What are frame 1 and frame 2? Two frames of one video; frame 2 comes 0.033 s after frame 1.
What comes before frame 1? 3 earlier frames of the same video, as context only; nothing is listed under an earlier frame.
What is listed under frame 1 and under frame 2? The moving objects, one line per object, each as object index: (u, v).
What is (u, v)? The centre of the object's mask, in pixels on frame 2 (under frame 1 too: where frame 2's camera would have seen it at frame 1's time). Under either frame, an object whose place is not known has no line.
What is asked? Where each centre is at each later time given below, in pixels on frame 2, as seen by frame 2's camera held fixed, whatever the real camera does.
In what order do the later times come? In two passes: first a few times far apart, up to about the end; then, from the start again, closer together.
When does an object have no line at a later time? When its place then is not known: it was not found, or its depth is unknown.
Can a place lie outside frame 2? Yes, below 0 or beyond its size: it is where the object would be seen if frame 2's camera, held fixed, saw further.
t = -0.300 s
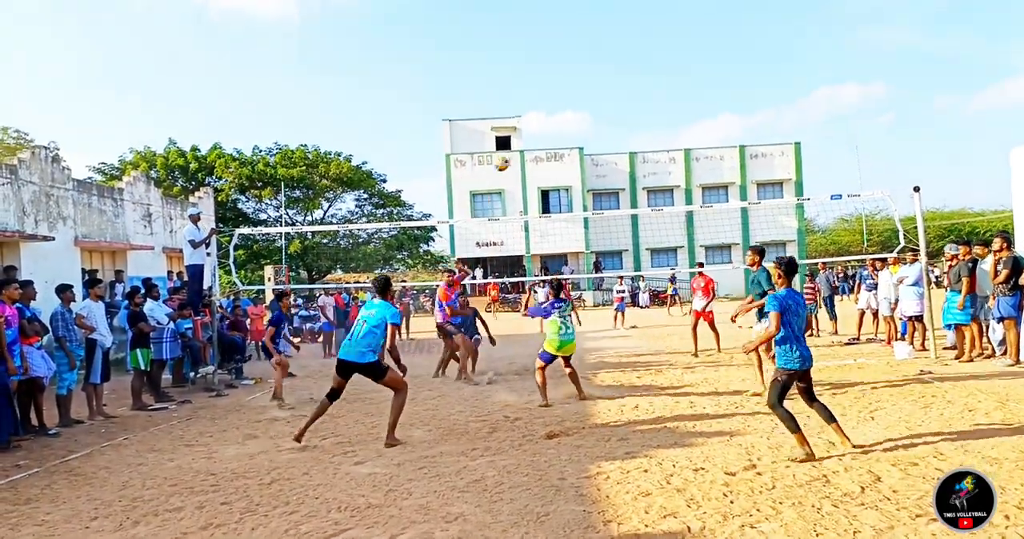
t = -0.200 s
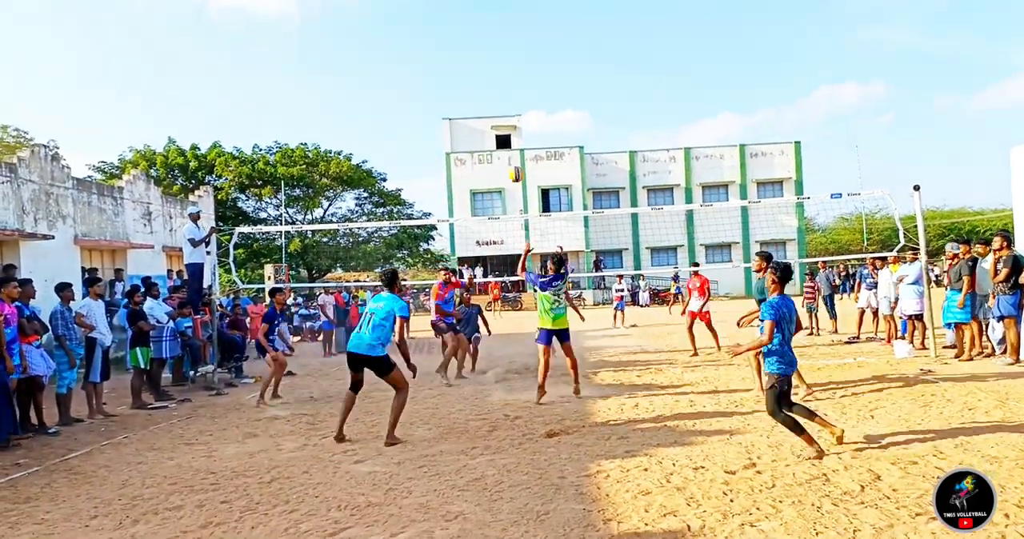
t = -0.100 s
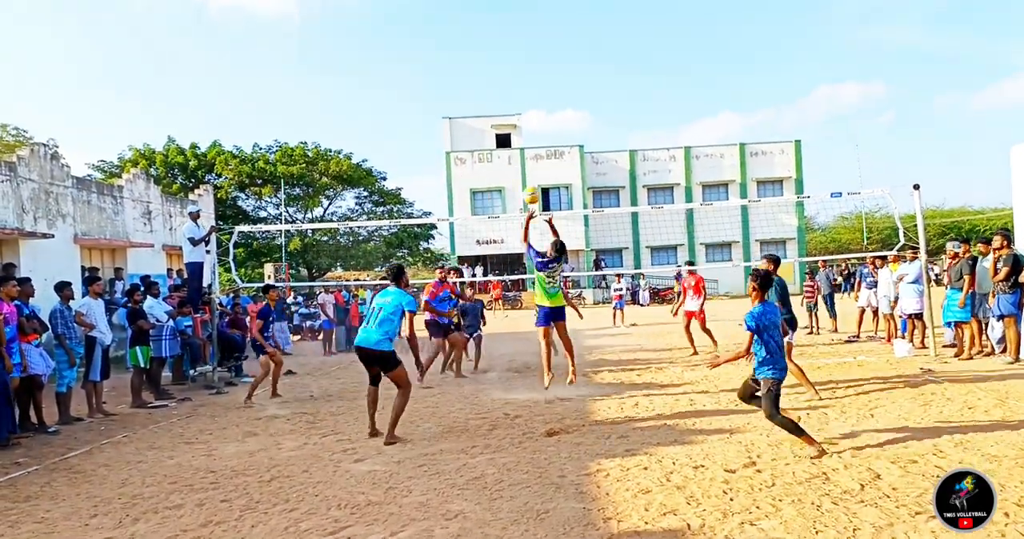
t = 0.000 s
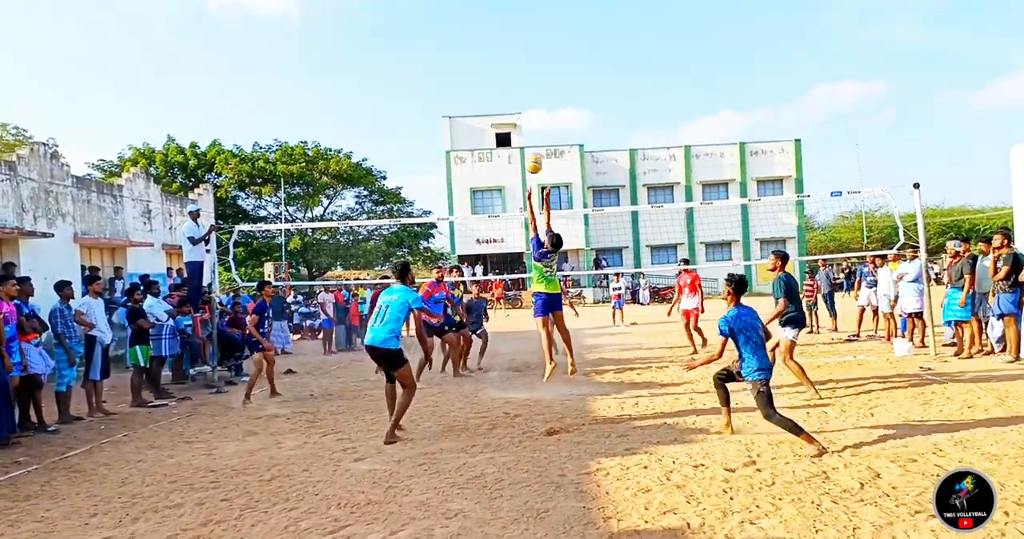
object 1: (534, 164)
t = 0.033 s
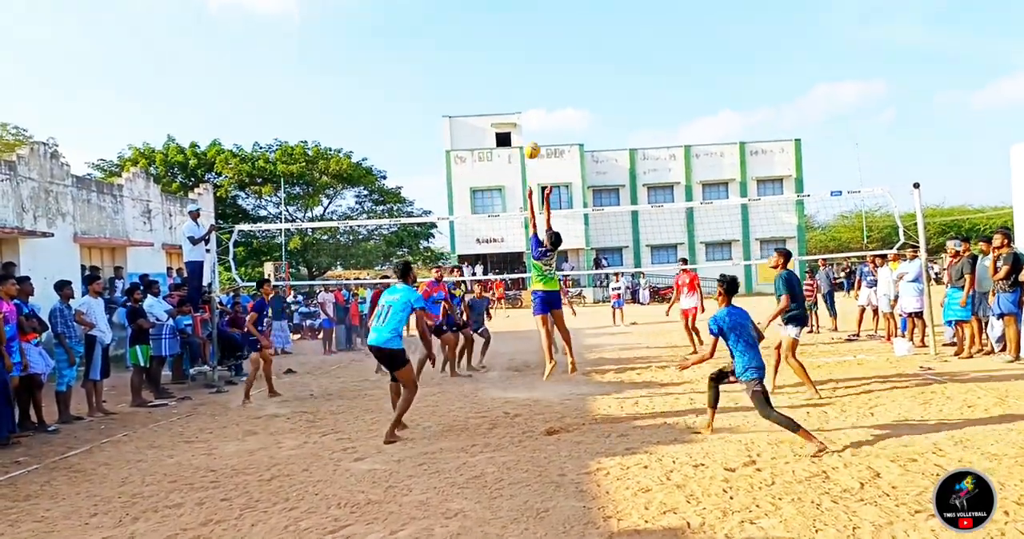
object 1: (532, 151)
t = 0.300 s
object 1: (517, 67)
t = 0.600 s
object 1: (504, 44)
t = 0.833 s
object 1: (497, 74)
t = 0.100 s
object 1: (528, 123)
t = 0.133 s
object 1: (526, 112)
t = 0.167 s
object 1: (525, 101)
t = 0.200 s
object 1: (523, 91)
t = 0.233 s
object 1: (521, 82)
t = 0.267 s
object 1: (519, 74)
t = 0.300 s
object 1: (517, 67)
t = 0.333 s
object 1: (516, 60)
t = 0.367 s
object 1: (514, 55)
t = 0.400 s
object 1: (513, 51)
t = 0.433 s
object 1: (511, 47)
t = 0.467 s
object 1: (510, 45)
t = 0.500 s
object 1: (508, 44)
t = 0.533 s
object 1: (507, 43)
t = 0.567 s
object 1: (506, 43)
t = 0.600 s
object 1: (504, 44)
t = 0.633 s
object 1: (503, 46)
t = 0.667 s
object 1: (502, 48)
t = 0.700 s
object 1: (501, 52)
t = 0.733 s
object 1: (500, 56)
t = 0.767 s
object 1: (499, 61)
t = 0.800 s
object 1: (498, 67)
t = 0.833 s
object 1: (497, 74)
